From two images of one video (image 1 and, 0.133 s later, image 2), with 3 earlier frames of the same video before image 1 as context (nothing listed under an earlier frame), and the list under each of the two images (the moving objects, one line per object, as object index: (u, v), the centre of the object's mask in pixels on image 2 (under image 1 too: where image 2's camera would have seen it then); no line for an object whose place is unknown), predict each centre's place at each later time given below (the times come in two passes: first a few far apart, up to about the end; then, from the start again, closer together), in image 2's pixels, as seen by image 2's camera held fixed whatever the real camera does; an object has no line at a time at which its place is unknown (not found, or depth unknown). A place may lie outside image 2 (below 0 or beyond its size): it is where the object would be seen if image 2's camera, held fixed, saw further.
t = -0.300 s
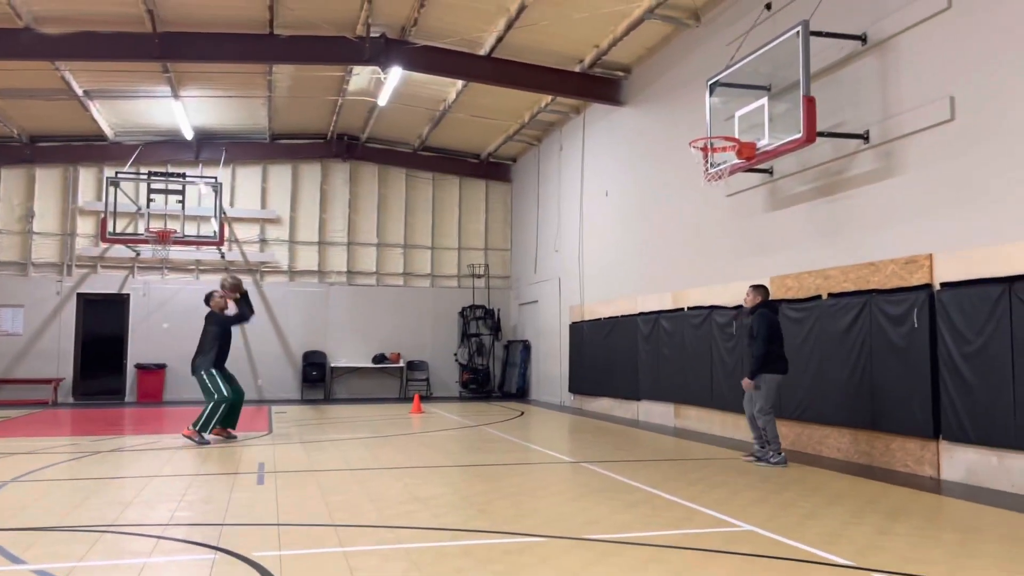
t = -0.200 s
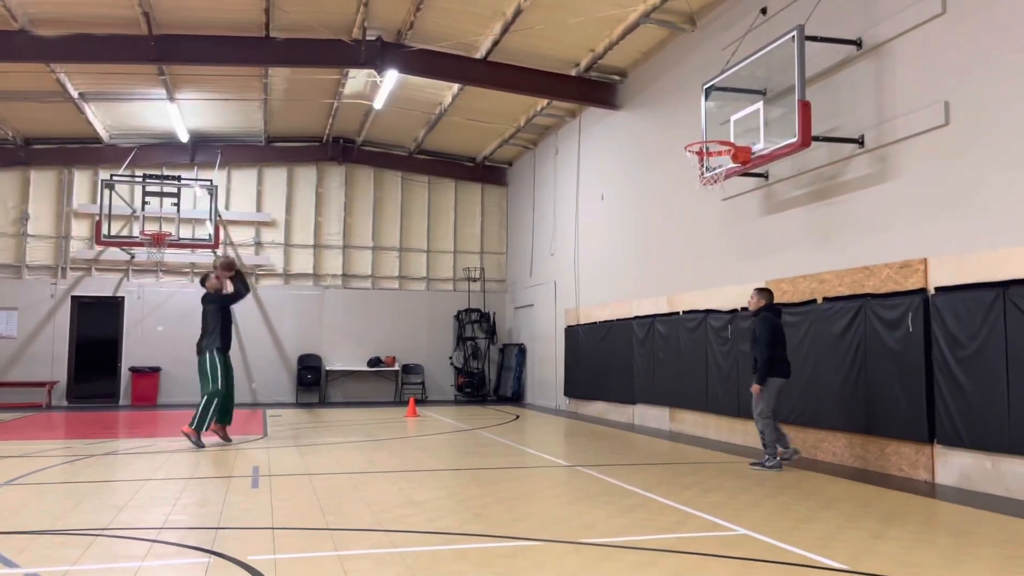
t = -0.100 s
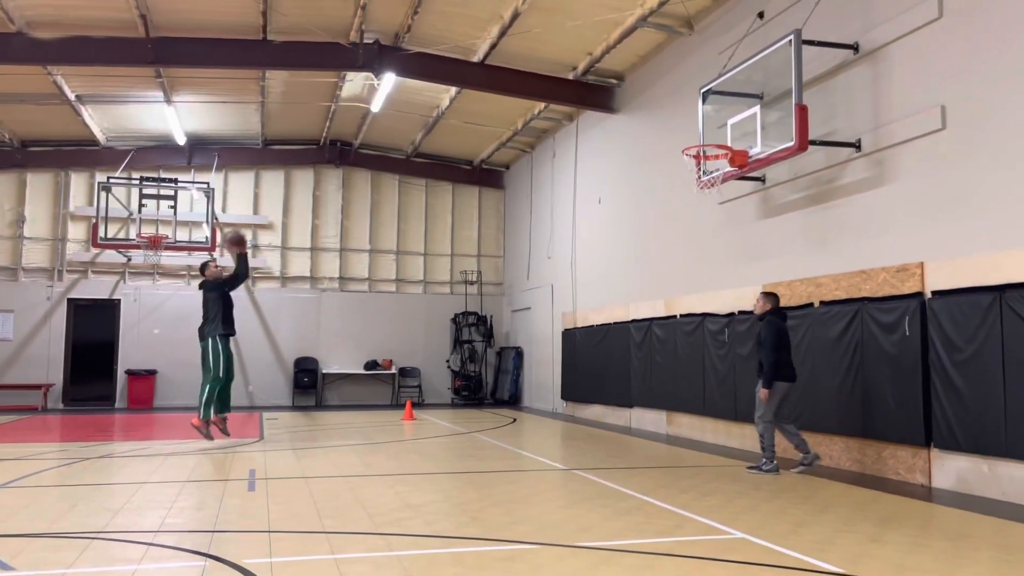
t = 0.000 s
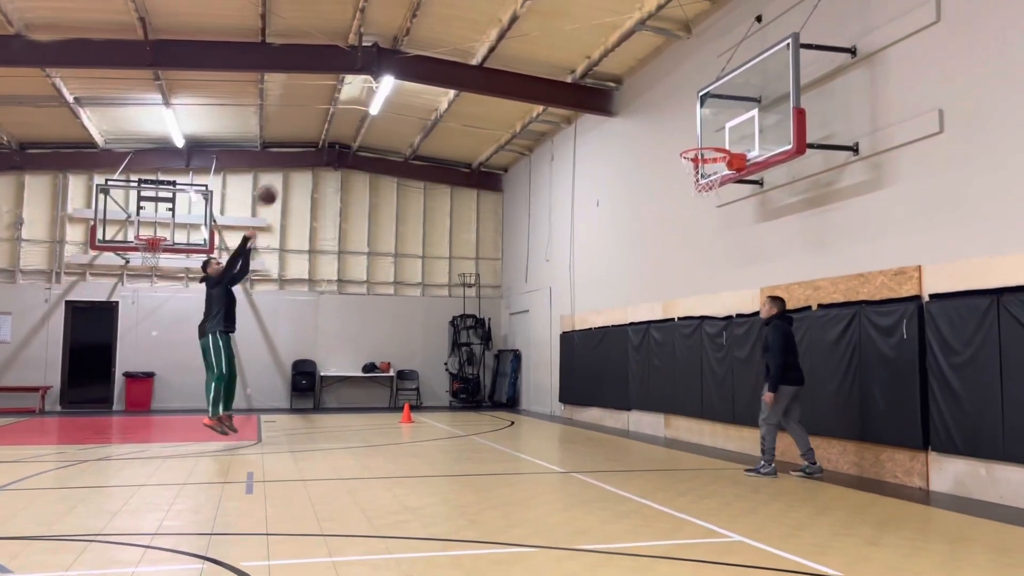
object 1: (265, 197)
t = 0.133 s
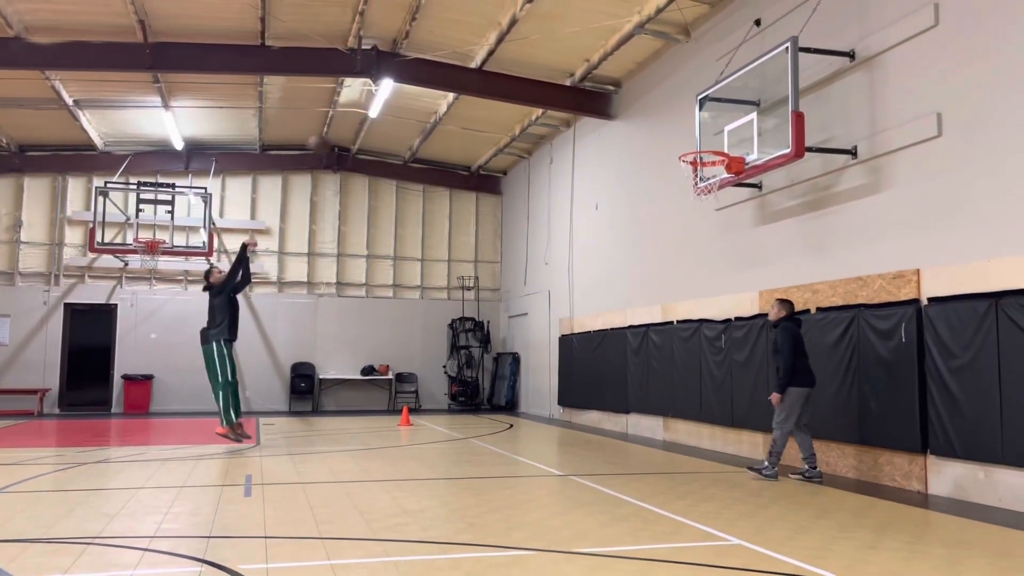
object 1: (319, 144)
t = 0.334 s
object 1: (401, 89)
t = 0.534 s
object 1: (482, 66)
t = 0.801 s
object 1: (596, 92)
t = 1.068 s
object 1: (699, 136)
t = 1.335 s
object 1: (716, 125)
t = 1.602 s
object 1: (690, 137)
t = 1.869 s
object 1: (675, 187)
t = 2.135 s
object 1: (663, 323)
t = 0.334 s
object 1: (401, 89)
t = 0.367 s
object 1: (413, 81)
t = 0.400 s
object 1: (423, 75)
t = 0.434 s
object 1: (435, 72)
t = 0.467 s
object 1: (454, 69)
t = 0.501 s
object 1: (468, 68)
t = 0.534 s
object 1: (482, 66)
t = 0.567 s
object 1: (496, 66)
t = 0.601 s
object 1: (511, 66)
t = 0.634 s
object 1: (525, 67)
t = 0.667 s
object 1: (539, 70)
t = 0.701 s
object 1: (553, 73)
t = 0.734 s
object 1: (568, 79)
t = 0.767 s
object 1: (582, 84)
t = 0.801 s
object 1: (596, 92)
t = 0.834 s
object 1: (611, 99)
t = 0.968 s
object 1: (671, 140)
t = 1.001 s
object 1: (683, 146)
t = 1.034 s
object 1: (691, 141)
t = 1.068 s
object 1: (699, 136)
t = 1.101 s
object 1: (708, 133)
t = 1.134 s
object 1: (715, 130)
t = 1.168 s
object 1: (724, 129)
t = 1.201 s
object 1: (732, 128)
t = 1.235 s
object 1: (730, 126)
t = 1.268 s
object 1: (725, 125)
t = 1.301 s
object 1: (720, 124)
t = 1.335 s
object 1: (716, 125)
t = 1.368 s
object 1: (712, 127)
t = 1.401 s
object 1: (707, 130)
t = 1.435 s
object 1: (702, 135)
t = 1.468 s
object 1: (697, 139)
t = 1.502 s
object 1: (695, 137)
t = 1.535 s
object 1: (693, 136)
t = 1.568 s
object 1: (692, 136)
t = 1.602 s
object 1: (690, 137)
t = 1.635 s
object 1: (688, 139)
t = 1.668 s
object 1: (686, 142)
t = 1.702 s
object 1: (684, 146)
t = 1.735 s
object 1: (682, 152)
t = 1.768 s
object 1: (679, 159)
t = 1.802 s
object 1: (678, 167)
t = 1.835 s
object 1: (677, 177)
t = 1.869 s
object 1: (675, 187)
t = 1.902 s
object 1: (673, 199)
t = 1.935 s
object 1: (670, 213)
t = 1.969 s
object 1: (670, 227)
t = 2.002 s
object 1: (669, 243)
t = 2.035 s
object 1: (668, 261)
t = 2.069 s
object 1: (666, 280)
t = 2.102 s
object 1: (664, 300)
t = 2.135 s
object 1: (663, 323)
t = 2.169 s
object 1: (661, 347)
